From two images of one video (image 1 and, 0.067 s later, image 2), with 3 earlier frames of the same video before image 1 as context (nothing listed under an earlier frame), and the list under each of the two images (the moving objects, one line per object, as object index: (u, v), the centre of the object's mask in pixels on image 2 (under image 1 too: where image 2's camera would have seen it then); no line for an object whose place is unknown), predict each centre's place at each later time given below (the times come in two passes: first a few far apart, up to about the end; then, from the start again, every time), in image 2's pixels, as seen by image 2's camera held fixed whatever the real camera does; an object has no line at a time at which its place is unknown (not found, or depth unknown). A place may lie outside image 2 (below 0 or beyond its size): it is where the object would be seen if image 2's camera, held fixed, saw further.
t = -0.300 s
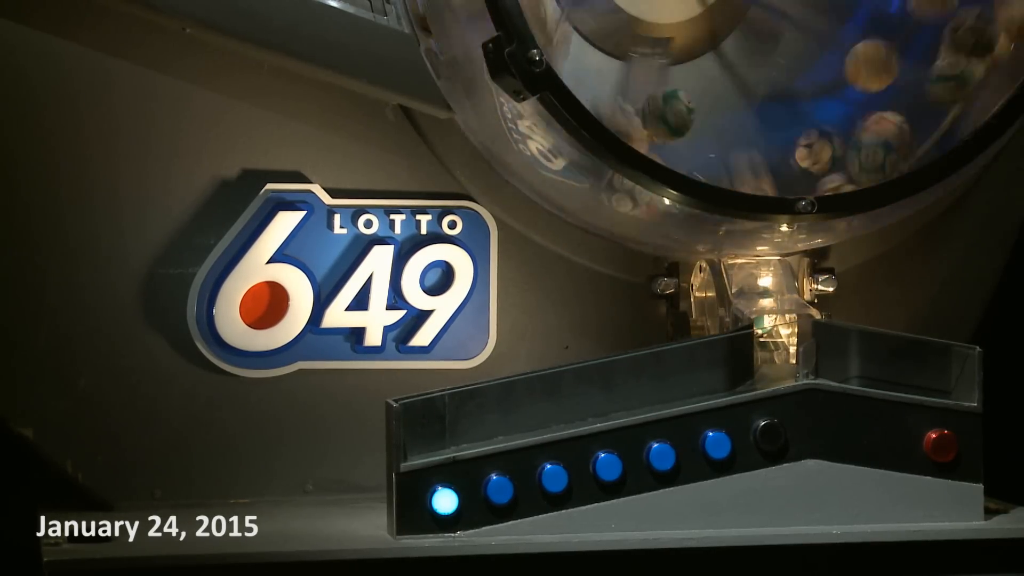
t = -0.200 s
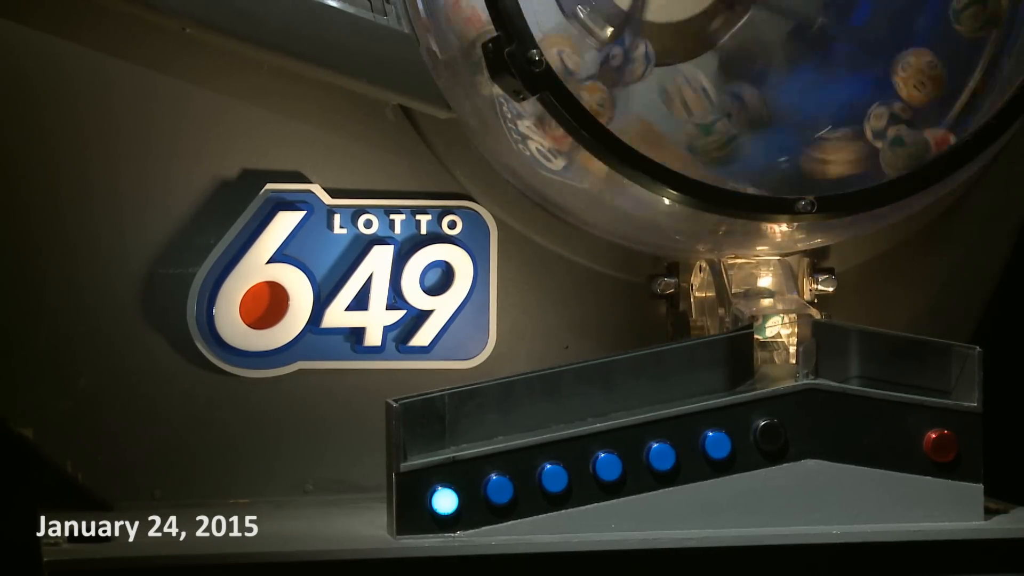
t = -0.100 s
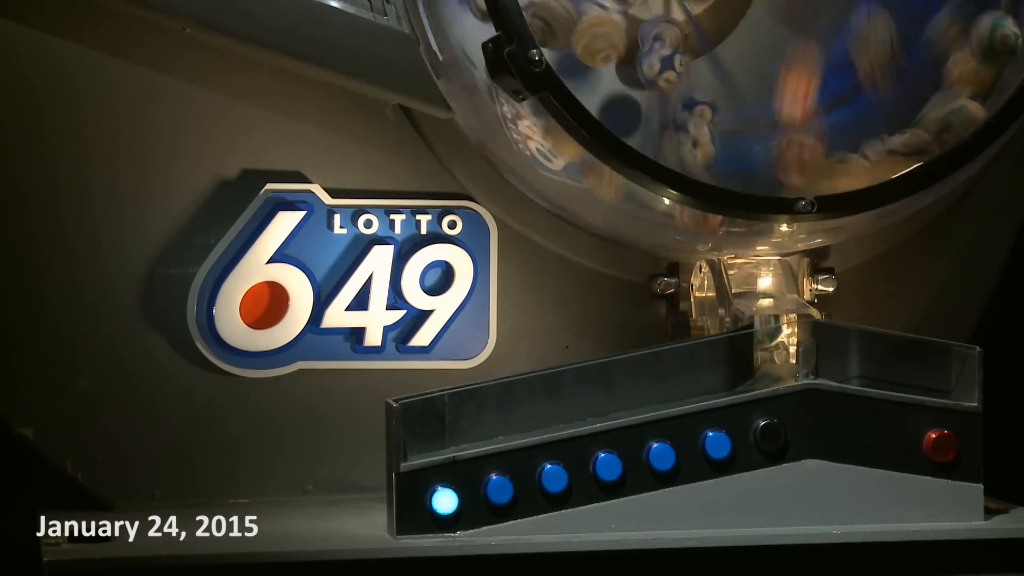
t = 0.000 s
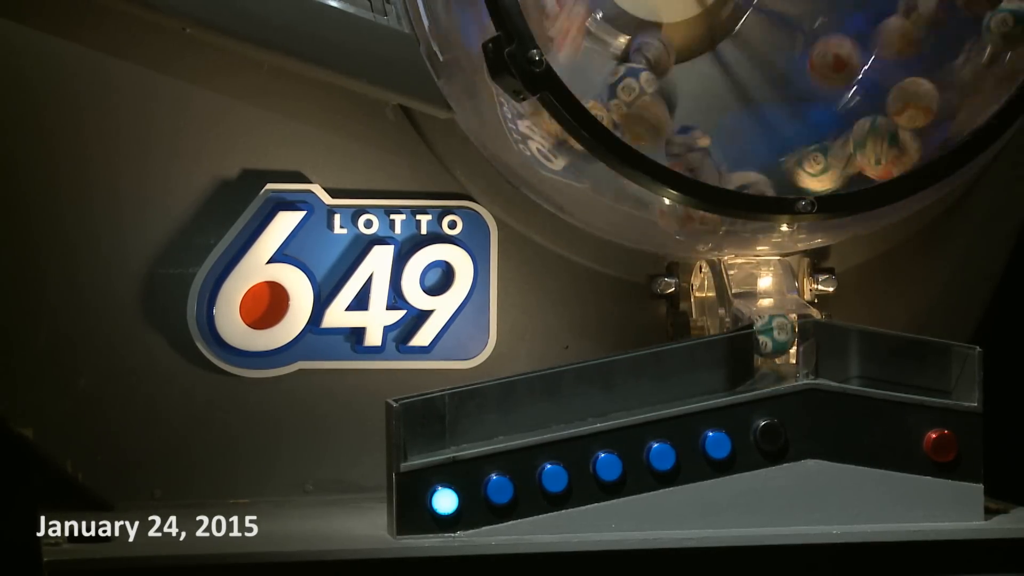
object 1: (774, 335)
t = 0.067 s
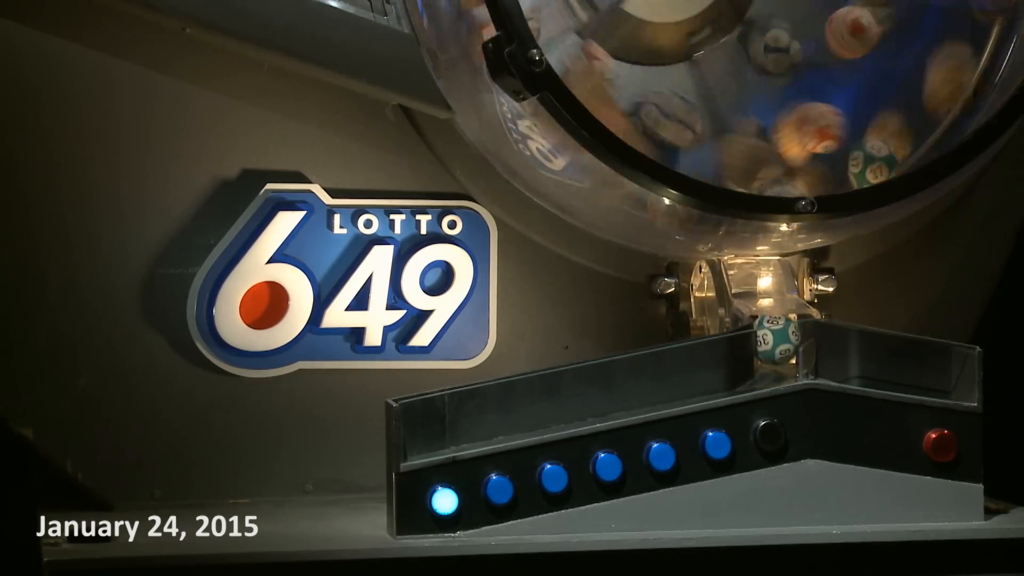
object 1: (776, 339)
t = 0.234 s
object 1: (782, 349)
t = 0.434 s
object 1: (755, 362)
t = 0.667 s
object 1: (679, 377)
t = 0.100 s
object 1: (778, 339)
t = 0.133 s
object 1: (782, 343)
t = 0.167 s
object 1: (784, 341)
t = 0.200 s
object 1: (783, 346)
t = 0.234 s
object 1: (782, 349)
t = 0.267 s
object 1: (780, 350)
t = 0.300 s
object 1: (778, 351)
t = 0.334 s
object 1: (774, 356)
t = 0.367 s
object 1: (770, 359)
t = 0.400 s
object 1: (762, 358)
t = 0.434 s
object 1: (755, 362)
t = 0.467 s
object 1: (746, 364)
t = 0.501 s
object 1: (735, 366)
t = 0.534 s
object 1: (725, 367)
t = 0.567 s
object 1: (715, 370)
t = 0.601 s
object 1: (704, 372)
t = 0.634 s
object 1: (692, 375)
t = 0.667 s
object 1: (679, 377)
